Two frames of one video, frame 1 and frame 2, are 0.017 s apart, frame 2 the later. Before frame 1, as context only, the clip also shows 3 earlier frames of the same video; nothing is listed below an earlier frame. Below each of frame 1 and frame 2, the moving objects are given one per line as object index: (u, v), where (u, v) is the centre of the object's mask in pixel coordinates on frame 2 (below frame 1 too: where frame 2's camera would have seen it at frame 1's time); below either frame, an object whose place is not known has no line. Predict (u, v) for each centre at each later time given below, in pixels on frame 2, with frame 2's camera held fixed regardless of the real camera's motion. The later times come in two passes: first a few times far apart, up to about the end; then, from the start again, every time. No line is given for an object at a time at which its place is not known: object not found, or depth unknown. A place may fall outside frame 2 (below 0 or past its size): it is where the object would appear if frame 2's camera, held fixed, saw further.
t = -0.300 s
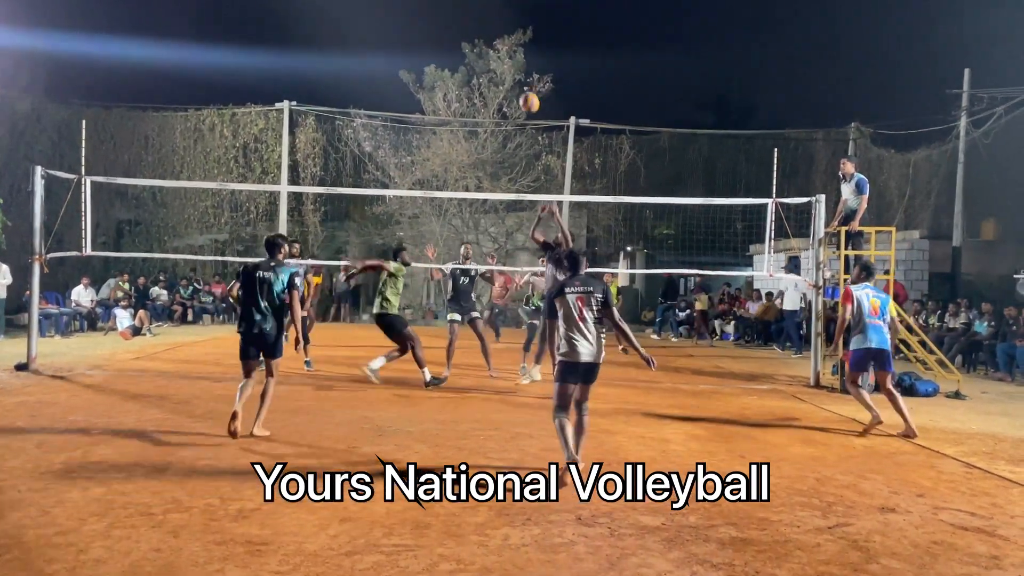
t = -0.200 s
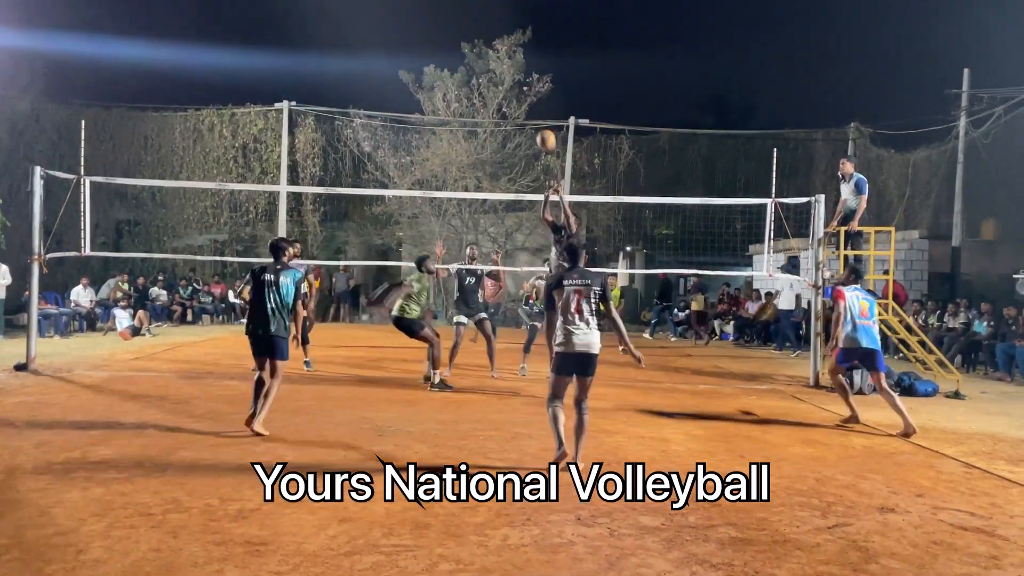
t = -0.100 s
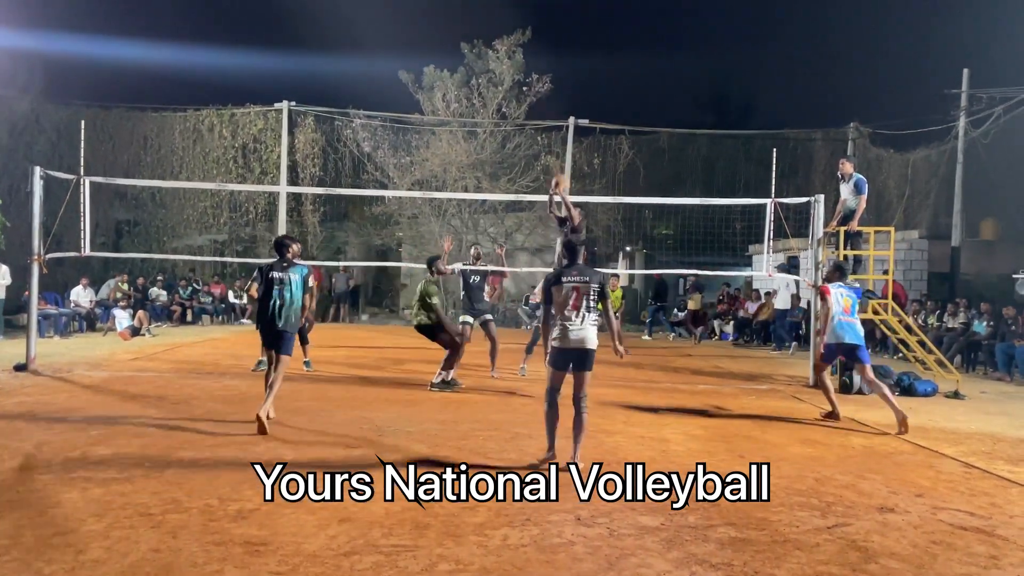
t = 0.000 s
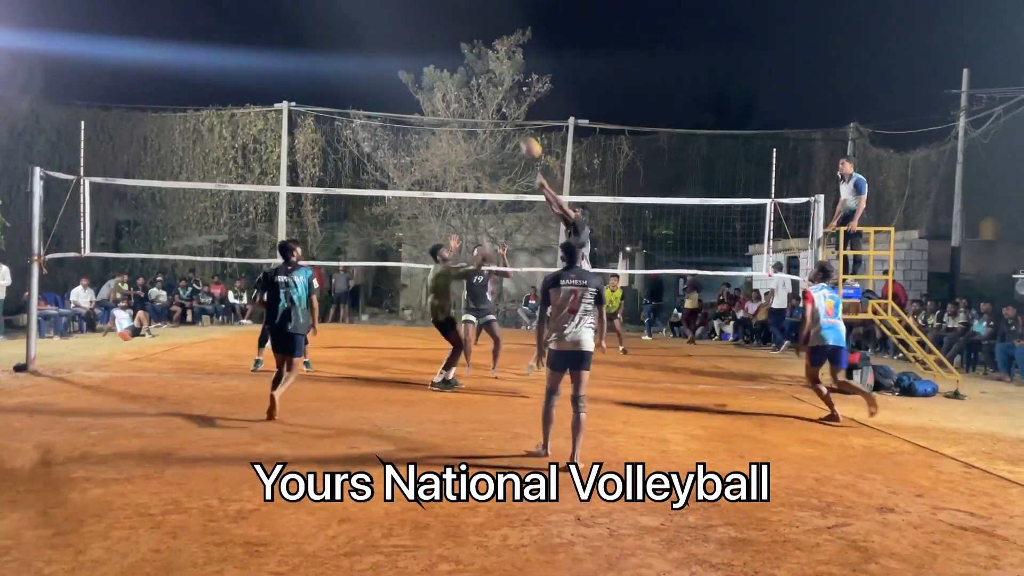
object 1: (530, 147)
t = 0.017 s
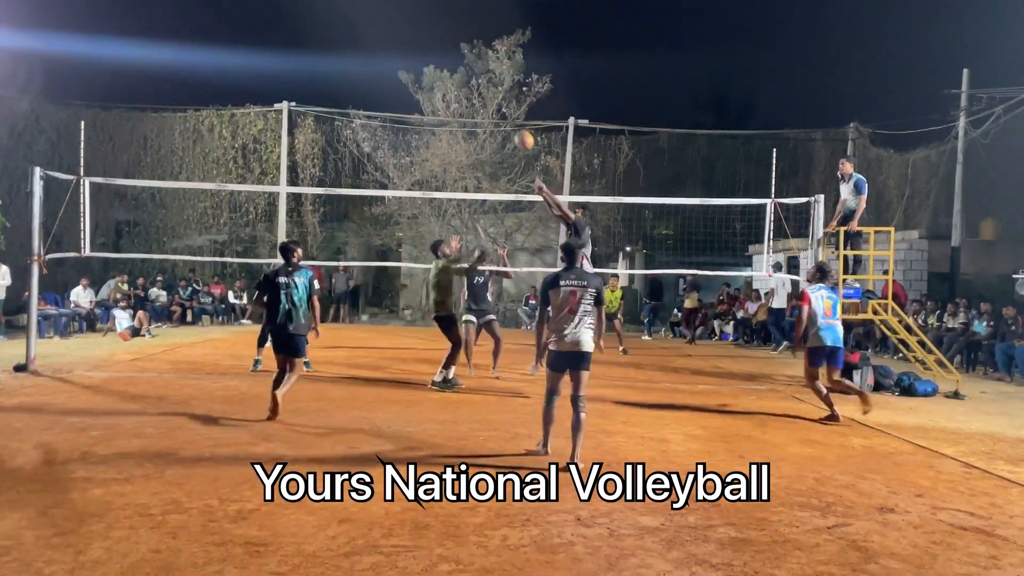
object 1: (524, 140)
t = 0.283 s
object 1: (414, 47)
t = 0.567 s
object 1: (302, 20)
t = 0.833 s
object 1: (201, 56)
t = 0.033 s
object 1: (517, 132)
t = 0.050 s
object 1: (510, 126)
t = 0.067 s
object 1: (504, 118)
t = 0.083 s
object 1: (496, 111)
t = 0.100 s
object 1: (489, 104)
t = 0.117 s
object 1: (483, 98)
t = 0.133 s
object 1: (475, 91)
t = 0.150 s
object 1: (469, 85)
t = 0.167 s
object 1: (462, 79)
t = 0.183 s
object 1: (454, 73)
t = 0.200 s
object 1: (448, 68)
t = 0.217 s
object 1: (441, 64)
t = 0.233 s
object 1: (434, 59)
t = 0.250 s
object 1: (427, 56)
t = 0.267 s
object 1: (421, 51)
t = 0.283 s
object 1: (414, 47)
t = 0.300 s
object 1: (407, 44)
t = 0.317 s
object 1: (401, 40)
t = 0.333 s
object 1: (393, 37)
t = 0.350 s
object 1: (387, 35)
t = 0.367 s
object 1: (381, 32)
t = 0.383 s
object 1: (373, 29)
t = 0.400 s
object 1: (367, 27)
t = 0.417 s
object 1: (361, 26)
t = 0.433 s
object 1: (354, 24)
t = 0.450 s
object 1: (347, 22)
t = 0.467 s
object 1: (341, 21)
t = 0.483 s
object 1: (334, 20)
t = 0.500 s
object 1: (327, 20)
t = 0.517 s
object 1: (321, 19)
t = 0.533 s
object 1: (314, 19)
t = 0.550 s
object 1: (308, 19)
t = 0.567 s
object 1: (302, 20)
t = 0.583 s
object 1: (294, 20)
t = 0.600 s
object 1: (288, 21)
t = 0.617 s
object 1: (282, 22)
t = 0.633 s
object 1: (275, 23)
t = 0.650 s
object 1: (269, 25)
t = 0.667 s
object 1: (263, 26)
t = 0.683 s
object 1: (256, 28)
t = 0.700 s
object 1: (250, 30)
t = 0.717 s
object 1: (244, 33)
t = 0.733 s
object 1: (238, 36)
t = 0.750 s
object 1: (231, 38)
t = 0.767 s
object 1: (226, 41)
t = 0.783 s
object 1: (219, 45)
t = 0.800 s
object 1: (213, 48)
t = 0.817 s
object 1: (207, 52)
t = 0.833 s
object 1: (201, 56)
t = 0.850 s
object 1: (195, 60)
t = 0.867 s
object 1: (189, 65)
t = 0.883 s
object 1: (183, 70)
